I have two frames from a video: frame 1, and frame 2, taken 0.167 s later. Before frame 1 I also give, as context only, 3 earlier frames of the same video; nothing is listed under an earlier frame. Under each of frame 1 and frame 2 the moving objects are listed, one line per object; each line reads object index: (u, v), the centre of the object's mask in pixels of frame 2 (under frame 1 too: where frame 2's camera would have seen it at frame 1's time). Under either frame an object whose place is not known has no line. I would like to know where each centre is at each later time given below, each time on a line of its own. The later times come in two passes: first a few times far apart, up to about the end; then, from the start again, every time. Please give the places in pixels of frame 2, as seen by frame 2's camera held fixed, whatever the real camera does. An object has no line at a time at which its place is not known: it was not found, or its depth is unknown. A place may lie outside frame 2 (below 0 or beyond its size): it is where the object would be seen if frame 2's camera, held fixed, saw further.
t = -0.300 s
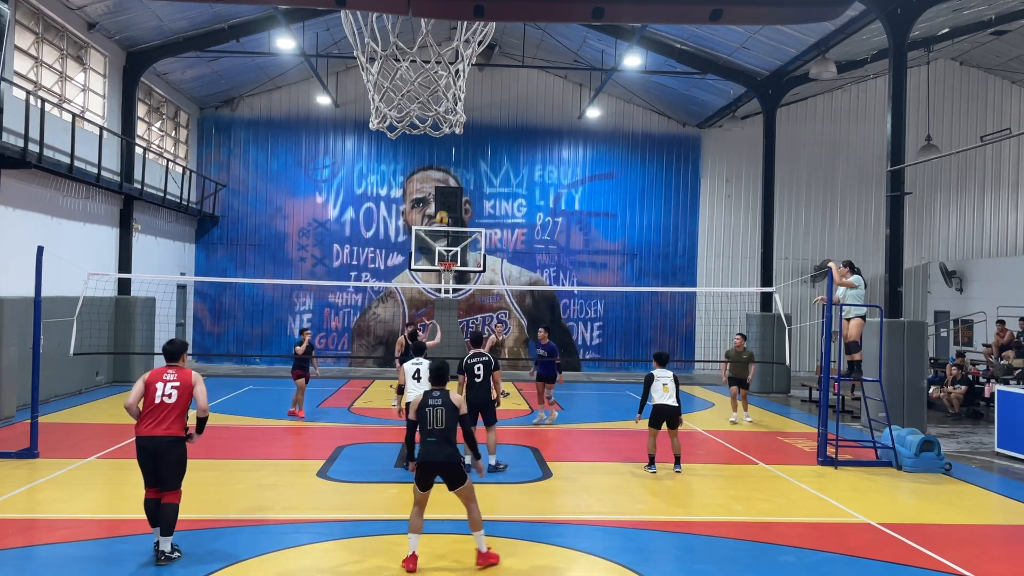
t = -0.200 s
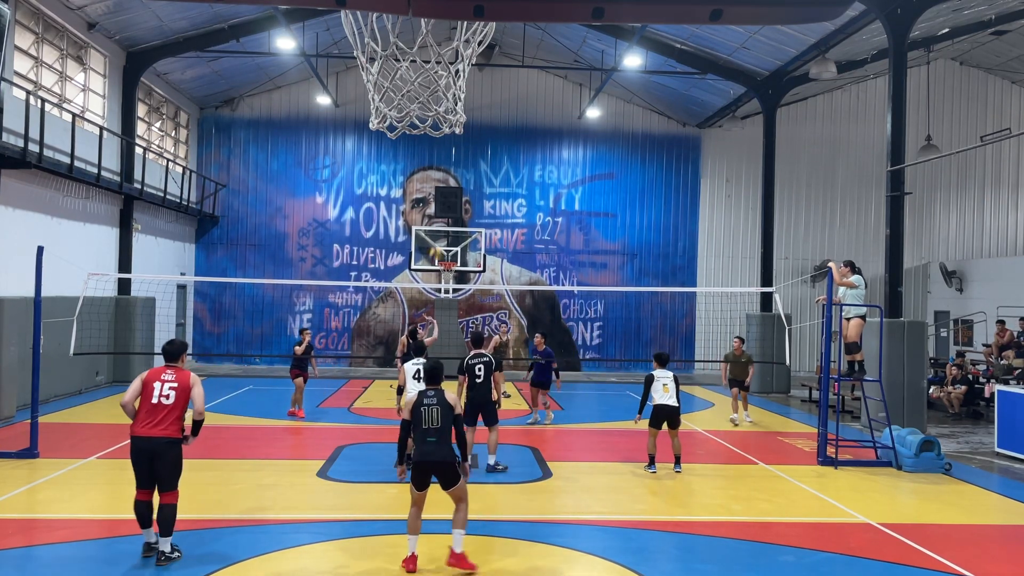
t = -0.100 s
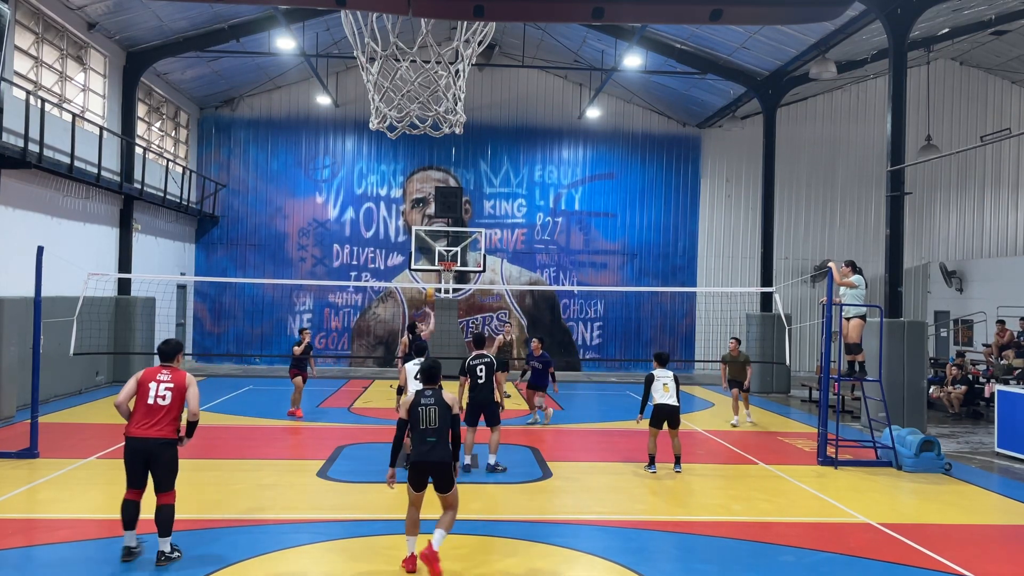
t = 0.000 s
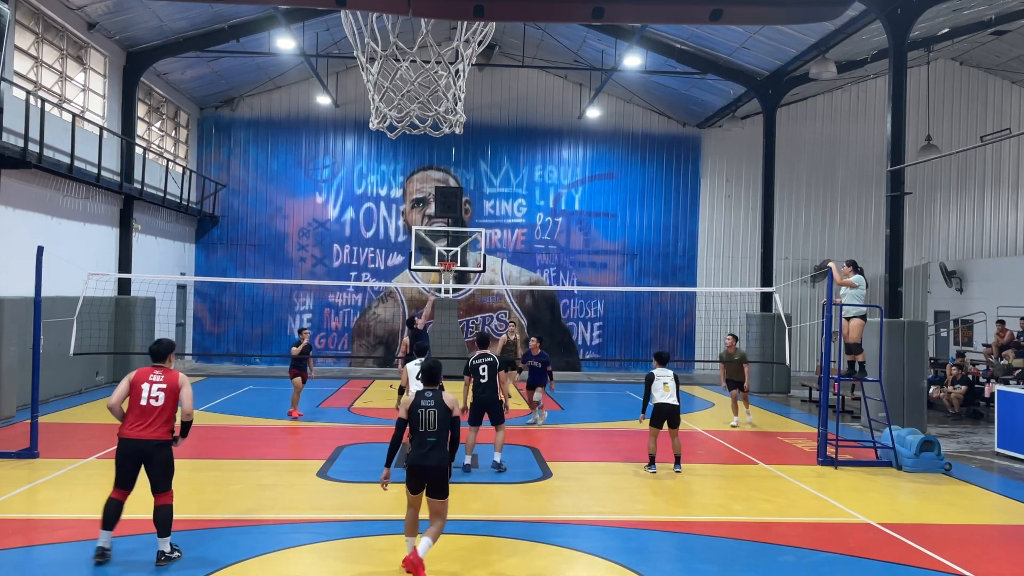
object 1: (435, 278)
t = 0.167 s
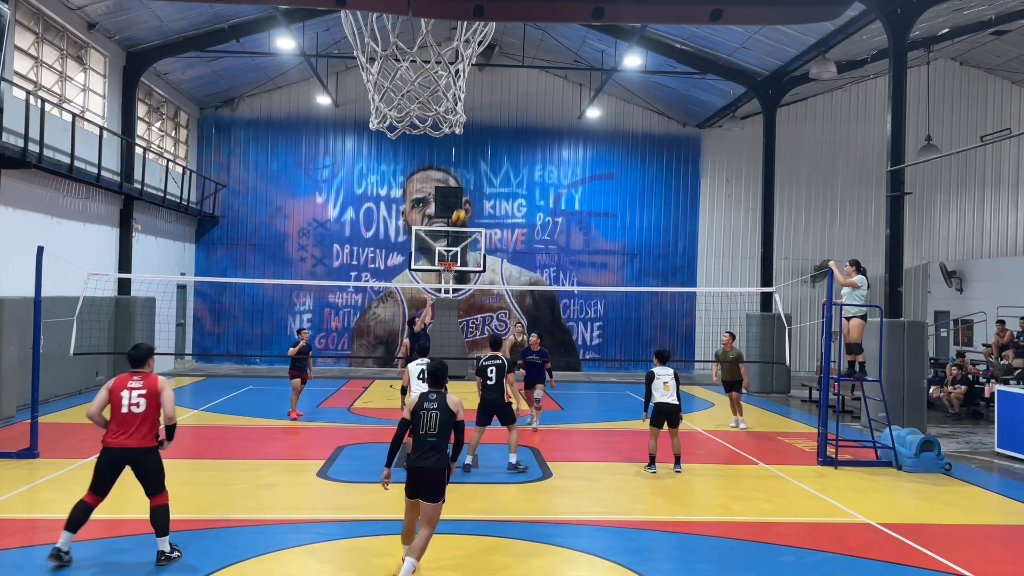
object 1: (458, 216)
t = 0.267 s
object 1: (473, 187)
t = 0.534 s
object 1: (511, 135)
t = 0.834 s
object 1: (554, 129)
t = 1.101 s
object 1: (590, 169)
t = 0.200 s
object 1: (464, 206)
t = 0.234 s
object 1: (468, 196)
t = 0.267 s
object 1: (473, 187)
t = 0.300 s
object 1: (478, 177)
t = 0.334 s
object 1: (483, 169)
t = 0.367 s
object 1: (488, 162)
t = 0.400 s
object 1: (493, 155)
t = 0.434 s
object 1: (497, 149)
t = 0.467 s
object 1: (502, 143)
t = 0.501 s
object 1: (507, 139)
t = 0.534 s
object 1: (511, 135)
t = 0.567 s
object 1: (516, 131)
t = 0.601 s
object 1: (521, 129)
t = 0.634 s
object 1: (526, 126)
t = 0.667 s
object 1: (530, 125)
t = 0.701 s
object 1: (535, 125)
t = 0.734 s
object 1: (540, 125)
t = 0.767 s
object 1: (545, 125)
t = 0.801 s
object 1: (549, 127)
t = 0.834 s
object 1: (554, 129)
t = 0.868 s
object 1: (558, 131)
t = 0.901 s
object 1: (563, 134)
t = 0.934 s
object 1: (568, 138)
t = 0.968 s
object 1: (572, 143)
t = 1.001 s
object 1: (577, 148)
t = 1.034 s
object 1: (582, 155)
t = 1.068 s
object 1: (587, 162)
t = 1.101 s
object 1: (590, 169)
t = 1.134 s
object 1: (595, 177)
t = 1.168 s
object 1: (599, 186)
